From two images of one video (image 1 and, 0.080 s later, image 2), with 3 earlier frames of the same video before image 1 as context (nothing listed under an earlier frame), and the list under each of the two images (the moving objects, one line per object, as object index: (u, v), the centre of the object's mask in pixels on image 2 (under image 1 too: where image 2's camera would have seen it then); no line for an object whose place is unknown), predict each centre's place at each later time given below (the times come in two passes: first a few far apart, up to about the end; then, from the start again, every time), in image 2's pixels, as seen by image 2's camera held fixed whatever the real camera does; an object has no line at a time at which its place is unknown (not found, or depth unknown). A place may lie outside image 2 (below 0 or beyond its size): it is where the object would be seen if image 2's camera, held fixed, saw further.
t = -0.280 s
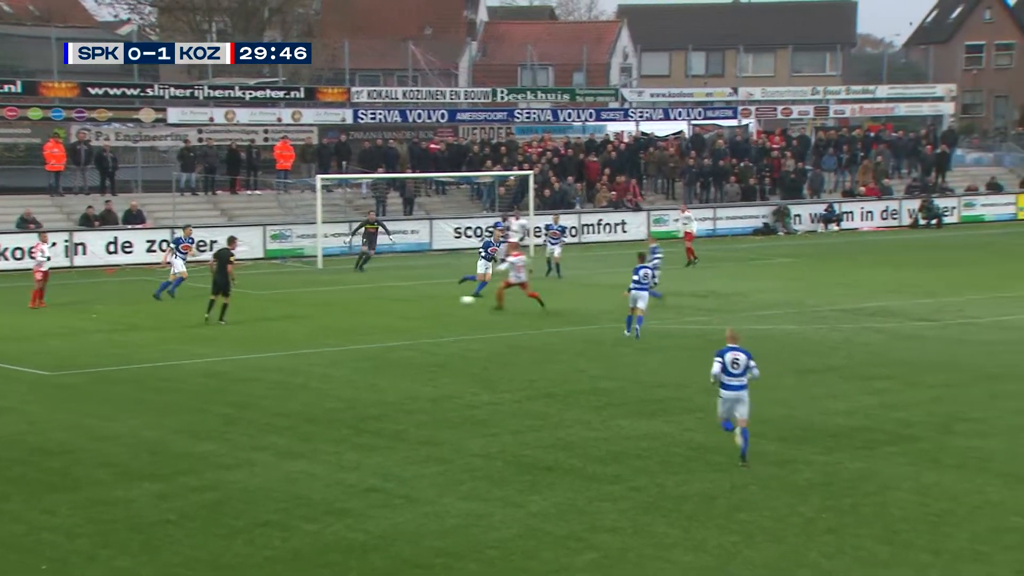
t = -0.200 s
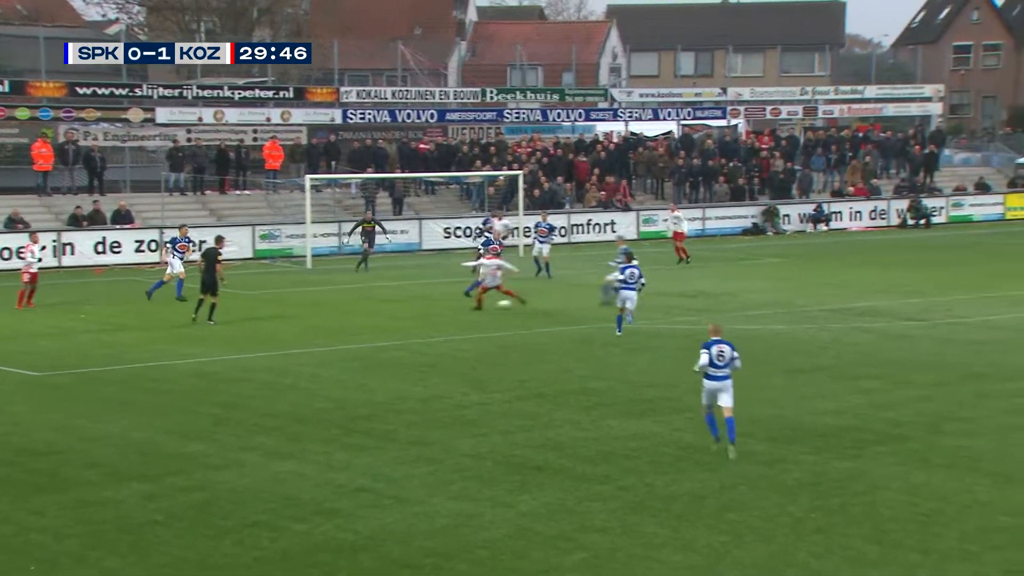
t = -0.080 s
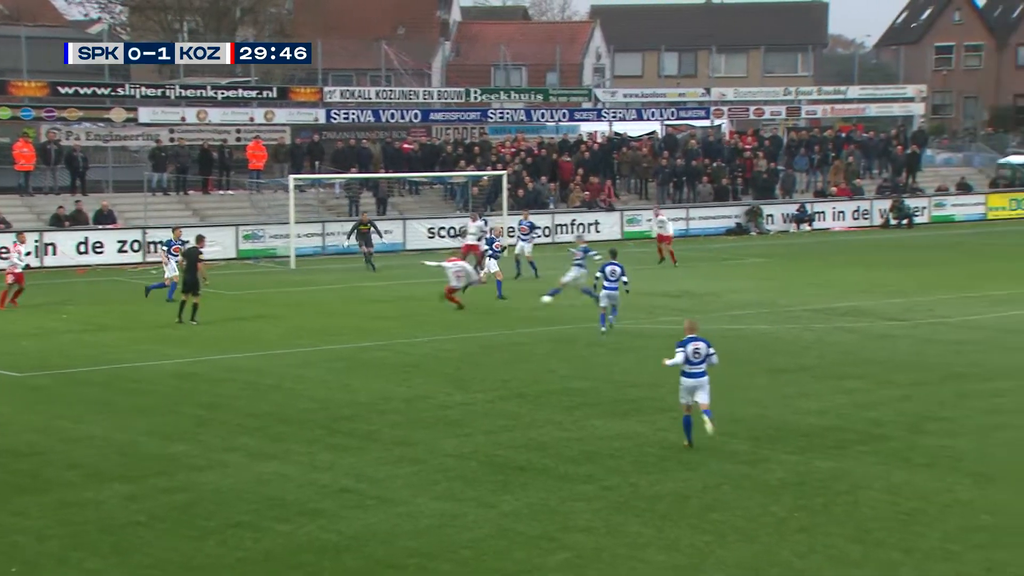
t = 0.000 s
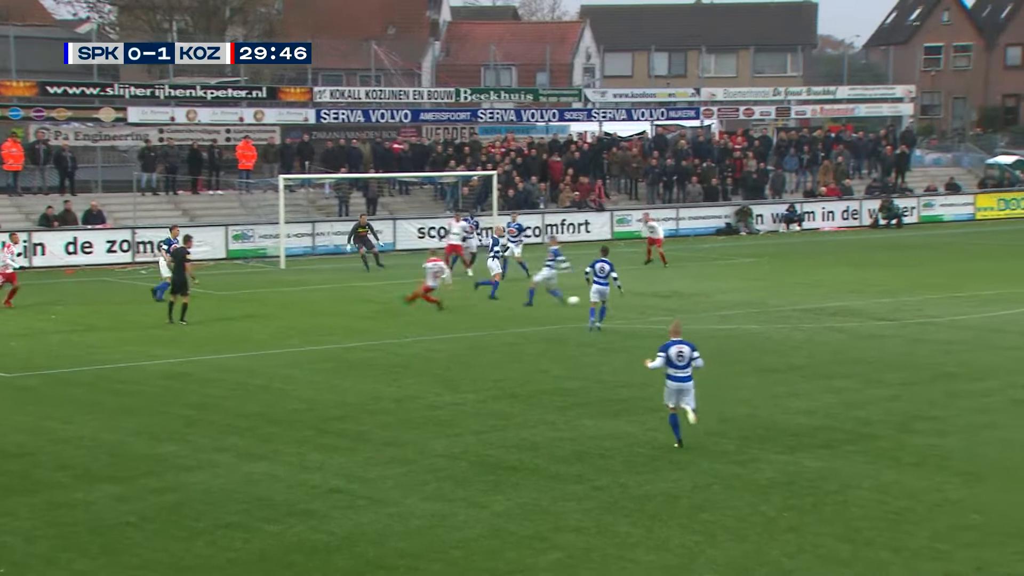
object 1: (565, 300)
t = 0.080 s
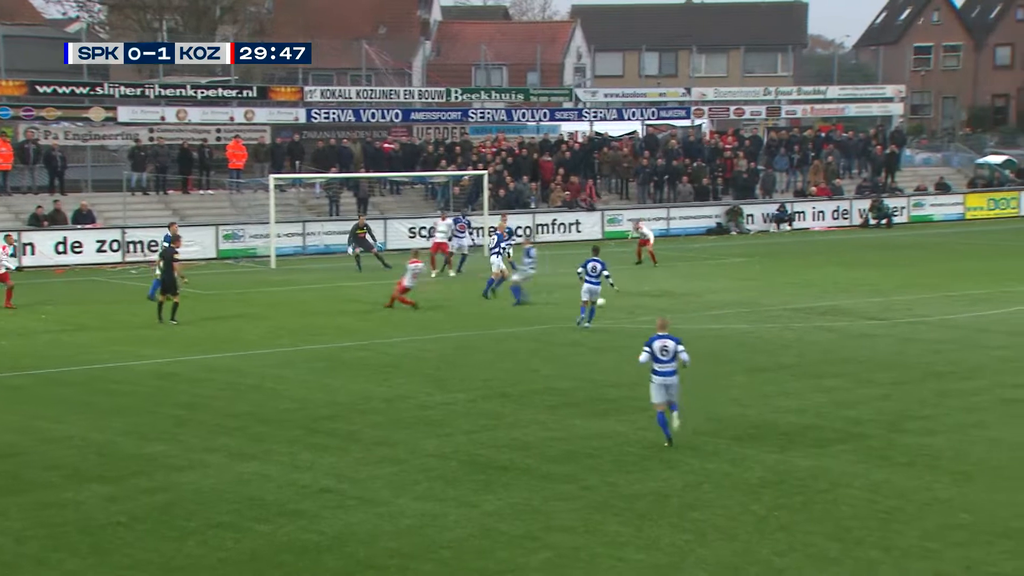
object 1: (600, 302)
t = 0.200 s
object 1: (643, 299)
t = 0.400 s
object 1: (713, 300)
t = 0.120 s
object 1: (614, 300)
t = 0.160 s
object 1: (629, 299)
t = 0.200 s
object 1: (643, 299)
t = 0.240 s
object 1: (658, 299)
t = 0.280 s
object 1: (672, 300)
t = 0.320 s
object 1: (686, 302)
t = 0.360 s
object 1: (699, 301)
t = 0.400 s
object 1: (713, 300)
